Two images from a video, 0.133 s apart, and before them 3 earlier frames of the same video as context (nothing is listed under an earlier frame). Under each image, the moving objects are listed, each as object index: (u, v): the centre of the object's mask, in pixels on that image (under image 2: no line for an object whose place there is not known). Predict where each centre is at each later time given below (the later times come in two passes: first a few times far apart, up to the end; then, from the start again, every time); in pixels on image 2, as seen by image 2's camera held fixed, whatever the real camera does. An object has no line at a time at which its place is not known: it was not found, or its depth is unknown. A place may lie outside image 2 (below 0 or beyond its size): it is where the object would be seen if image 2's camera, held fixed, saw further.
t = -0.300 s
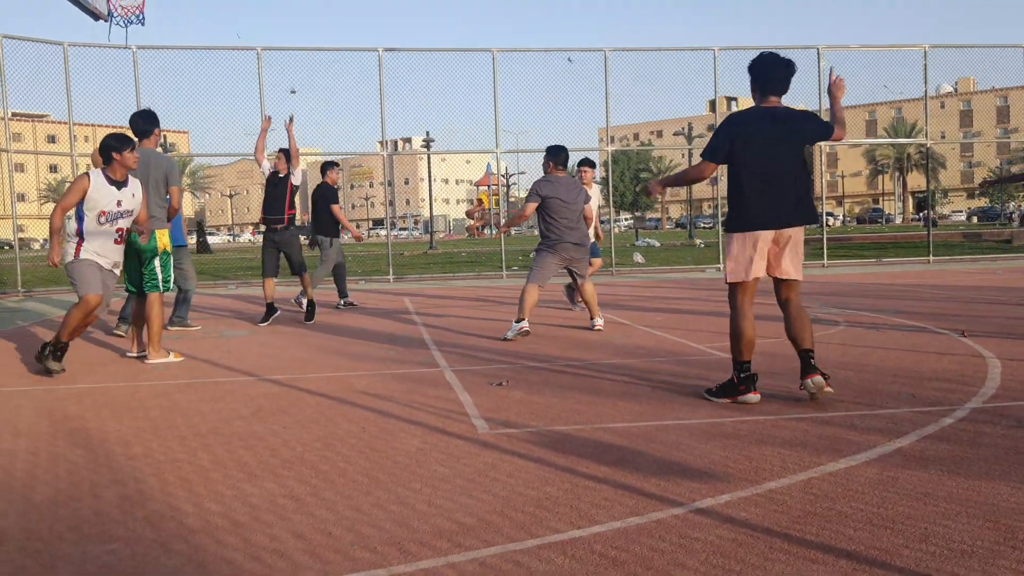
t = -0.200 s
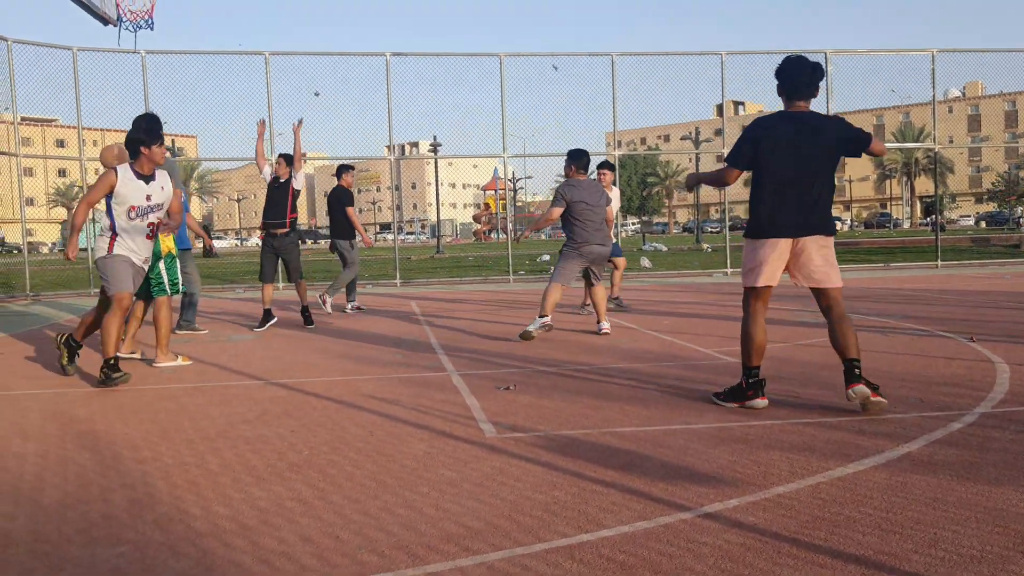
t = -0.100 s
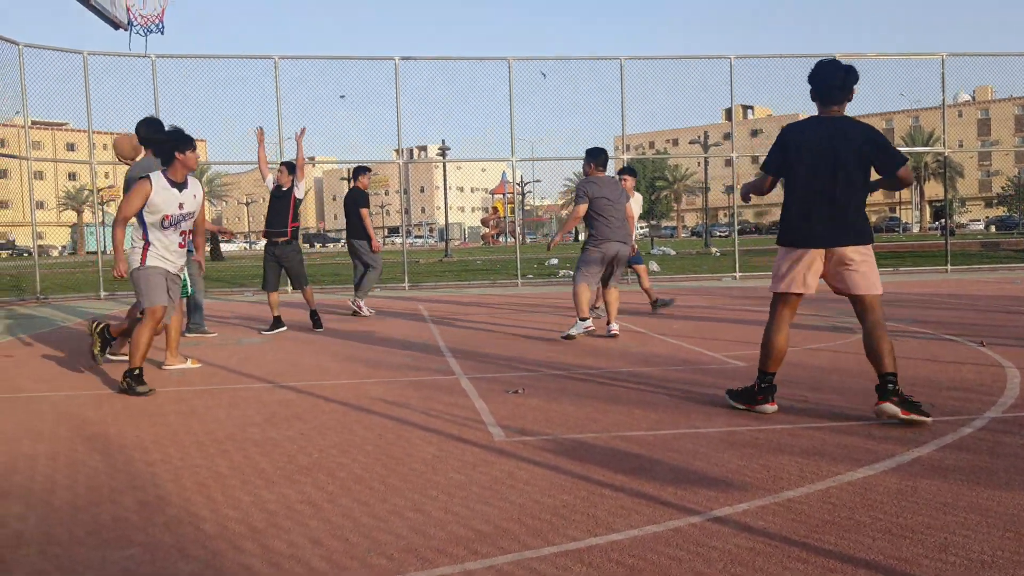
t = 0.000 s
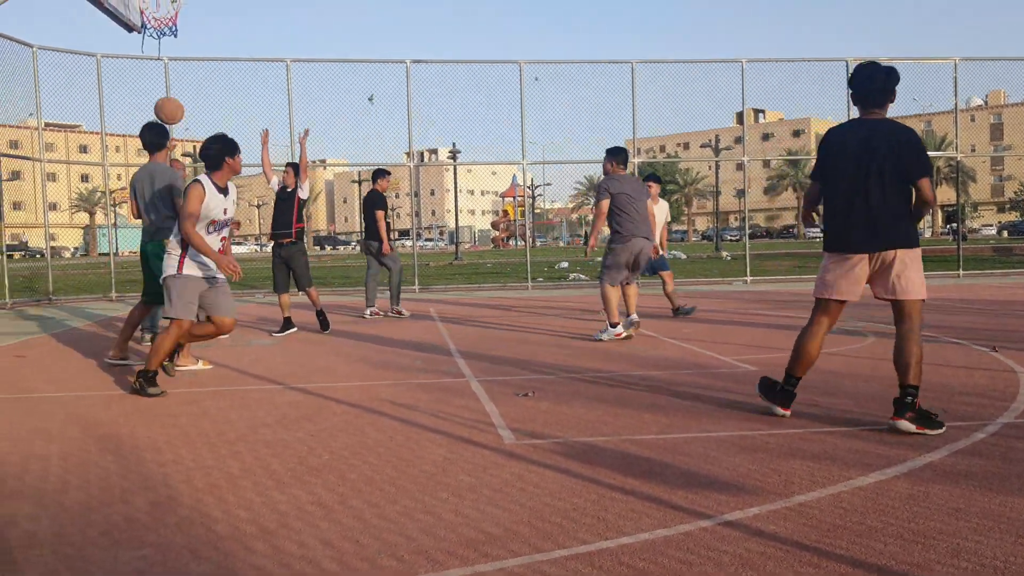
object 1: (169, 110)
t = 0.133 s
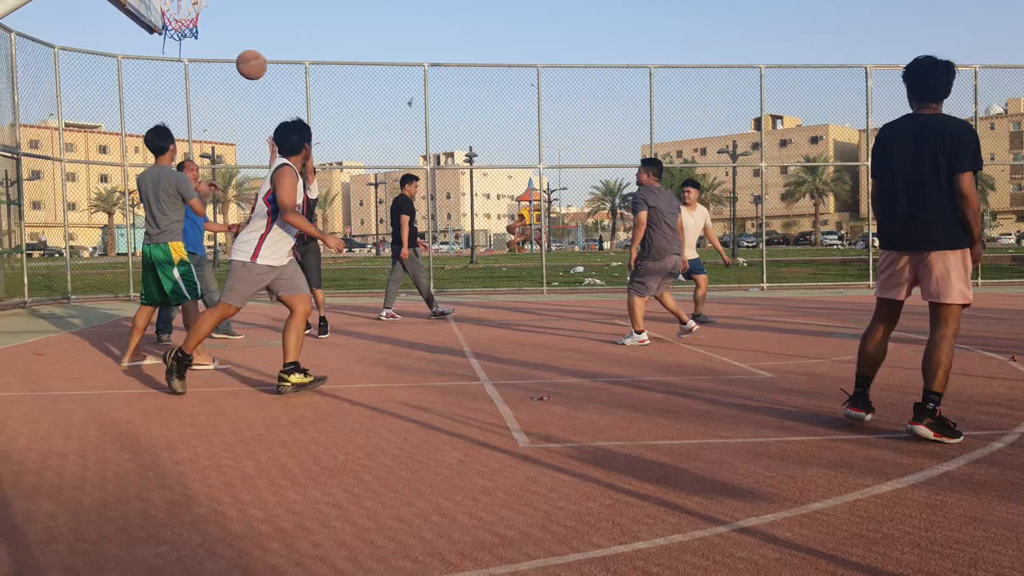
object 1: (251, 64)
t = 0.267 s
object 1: (323, 33)
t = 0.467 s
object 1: (452, 27)
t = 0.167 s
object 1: (268, 55)
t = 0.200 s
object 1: (286, 46)
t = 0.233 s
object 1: (304, 39)
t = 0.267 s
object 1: (323, 33)
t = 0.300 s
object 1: (342, 29)
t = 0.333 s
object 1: (363, 25)
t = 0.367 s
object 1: (384, 24)
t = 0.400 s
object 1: (405, 23)
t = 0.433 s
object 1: (428, 25)
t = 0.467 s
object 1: (452, 27)
